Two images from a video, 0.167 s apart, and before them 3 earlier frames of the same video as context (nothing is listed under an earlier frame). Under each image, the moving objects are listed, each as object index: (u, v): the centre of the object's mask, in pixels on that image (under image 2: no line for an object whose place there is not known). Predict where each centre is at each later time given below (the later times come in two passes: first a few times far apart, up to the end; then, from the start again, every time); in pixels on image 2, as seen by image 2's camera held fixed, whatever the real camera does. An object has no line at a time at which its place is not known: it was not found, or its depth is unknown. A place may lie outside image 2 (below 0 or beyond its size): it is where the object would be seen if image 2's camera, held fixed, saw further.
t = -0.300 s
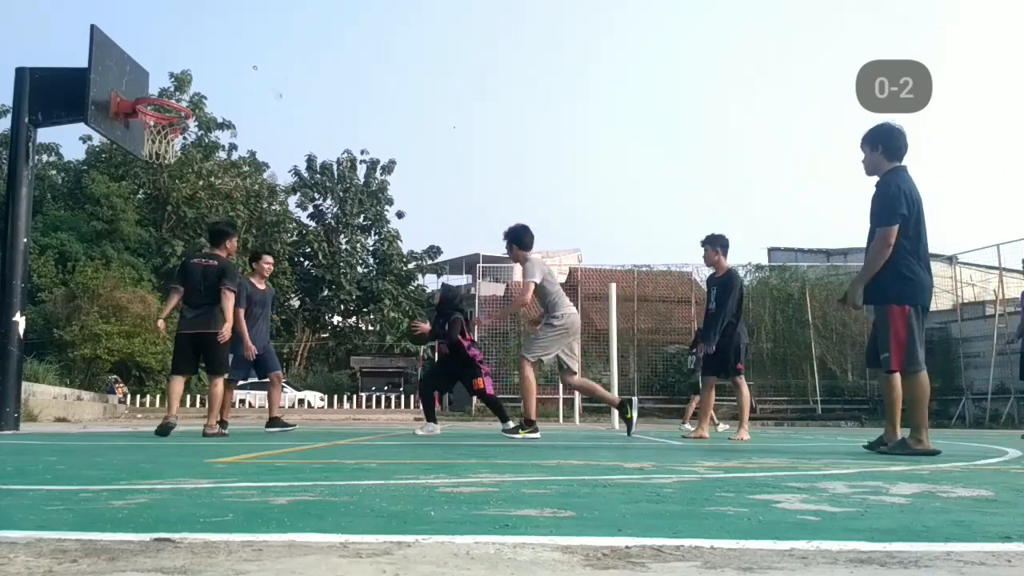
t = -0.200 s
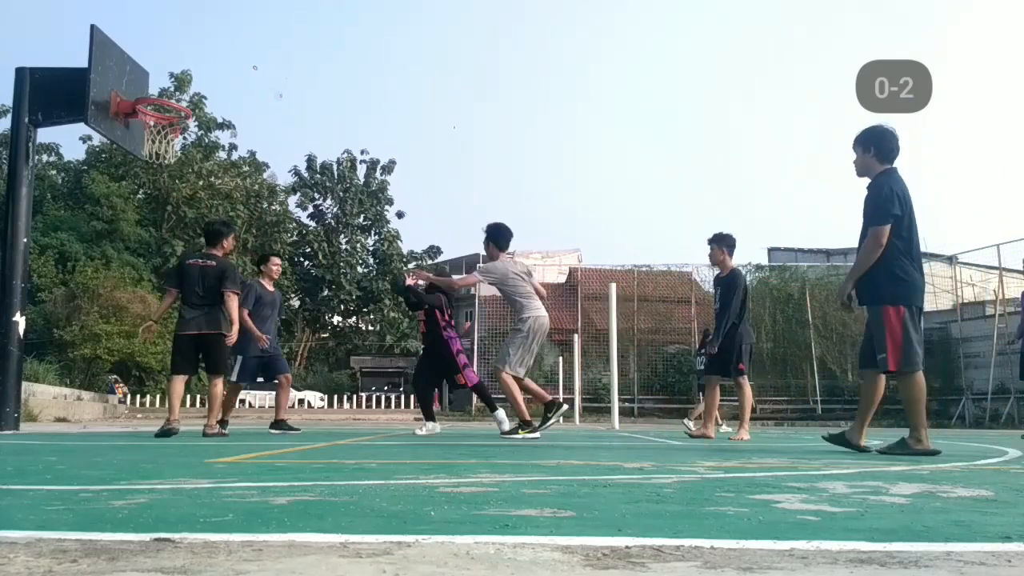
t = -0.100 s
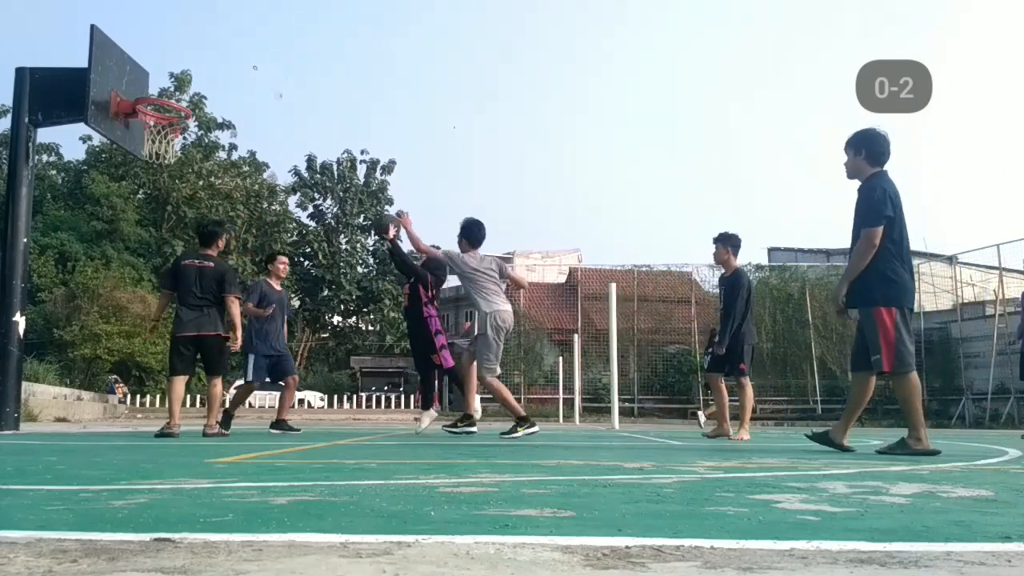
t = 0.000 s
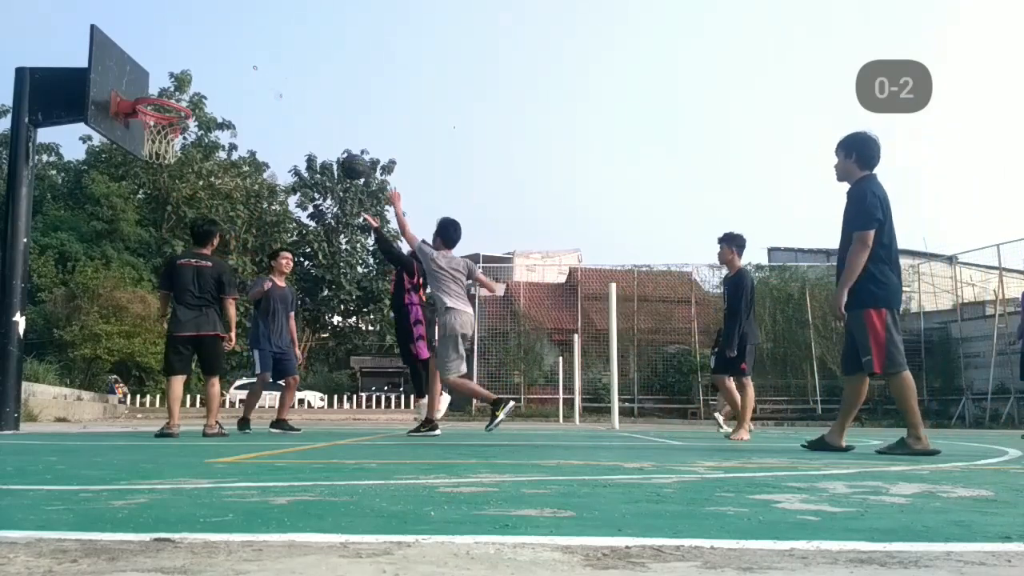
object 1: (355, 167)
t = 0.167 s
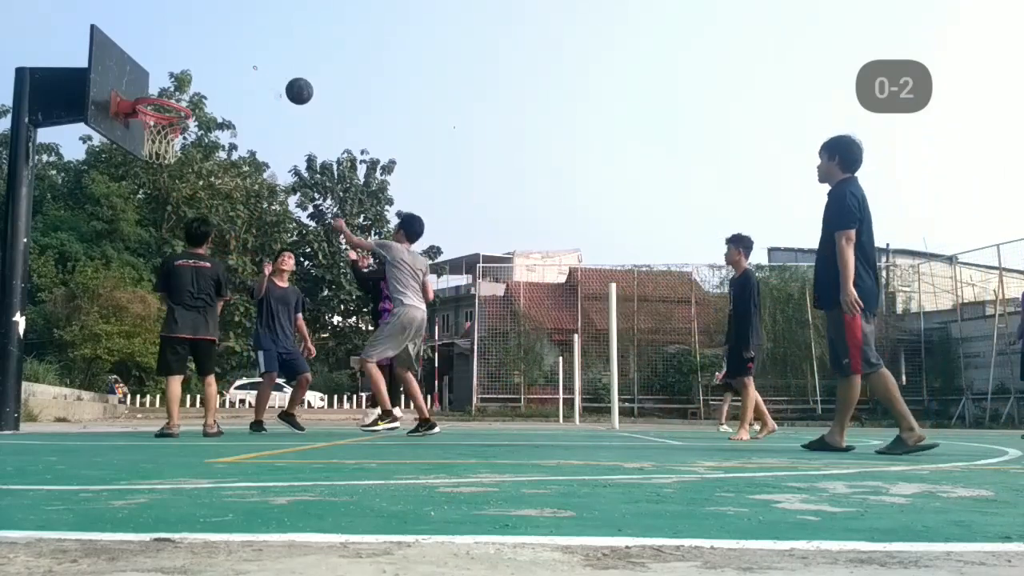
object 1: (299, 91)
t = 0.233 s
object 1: (277, 68)
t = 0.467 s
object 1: (198, 27)
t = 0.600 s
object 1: (151, 29)
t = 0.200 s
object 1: (288, 79)
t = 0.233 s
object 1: (277, 68)
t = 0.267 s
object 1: (266, 59)
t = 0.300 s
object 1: (255, 51)
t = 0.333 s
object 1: (244, 44)
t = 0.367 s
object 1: (232, 38)
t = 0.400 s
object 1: (221, 33)
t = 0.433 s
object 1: (210, 30)
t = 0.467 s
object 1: (198, 27)
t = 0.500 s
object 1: (186, 26)
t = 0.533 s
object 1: (175, 26)
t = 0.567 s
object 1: (163, 27)
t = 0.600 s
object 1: (151, 29)
